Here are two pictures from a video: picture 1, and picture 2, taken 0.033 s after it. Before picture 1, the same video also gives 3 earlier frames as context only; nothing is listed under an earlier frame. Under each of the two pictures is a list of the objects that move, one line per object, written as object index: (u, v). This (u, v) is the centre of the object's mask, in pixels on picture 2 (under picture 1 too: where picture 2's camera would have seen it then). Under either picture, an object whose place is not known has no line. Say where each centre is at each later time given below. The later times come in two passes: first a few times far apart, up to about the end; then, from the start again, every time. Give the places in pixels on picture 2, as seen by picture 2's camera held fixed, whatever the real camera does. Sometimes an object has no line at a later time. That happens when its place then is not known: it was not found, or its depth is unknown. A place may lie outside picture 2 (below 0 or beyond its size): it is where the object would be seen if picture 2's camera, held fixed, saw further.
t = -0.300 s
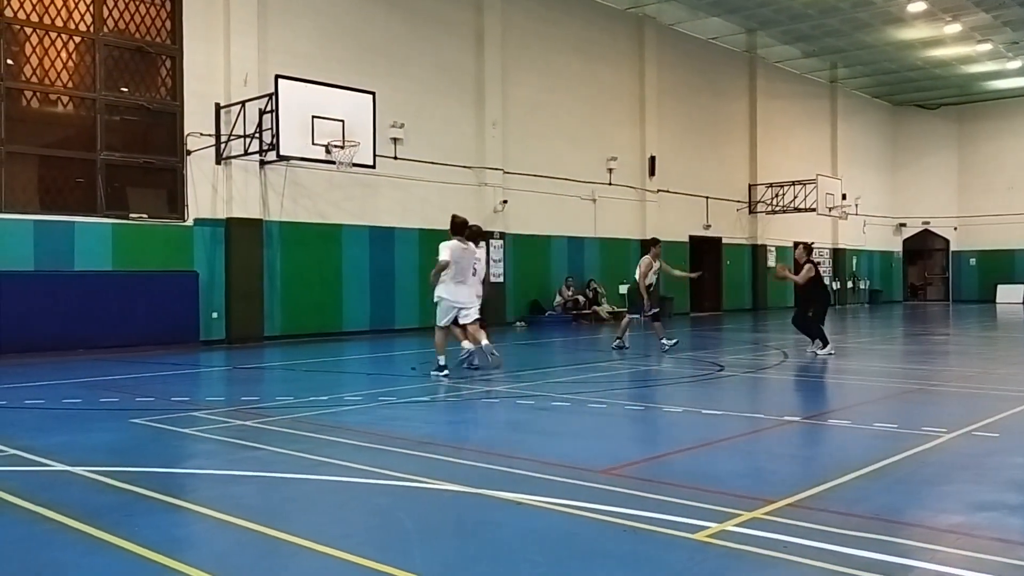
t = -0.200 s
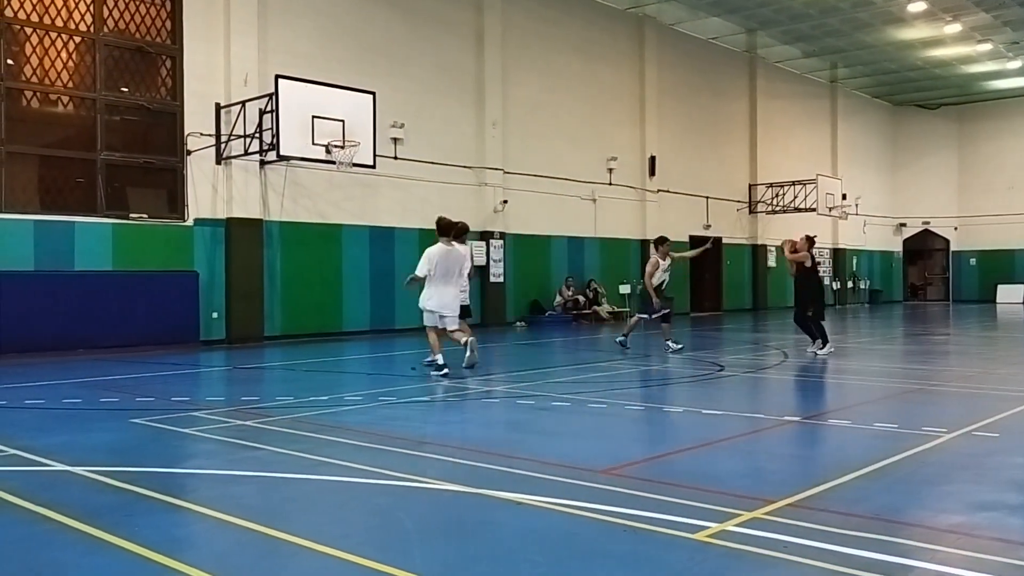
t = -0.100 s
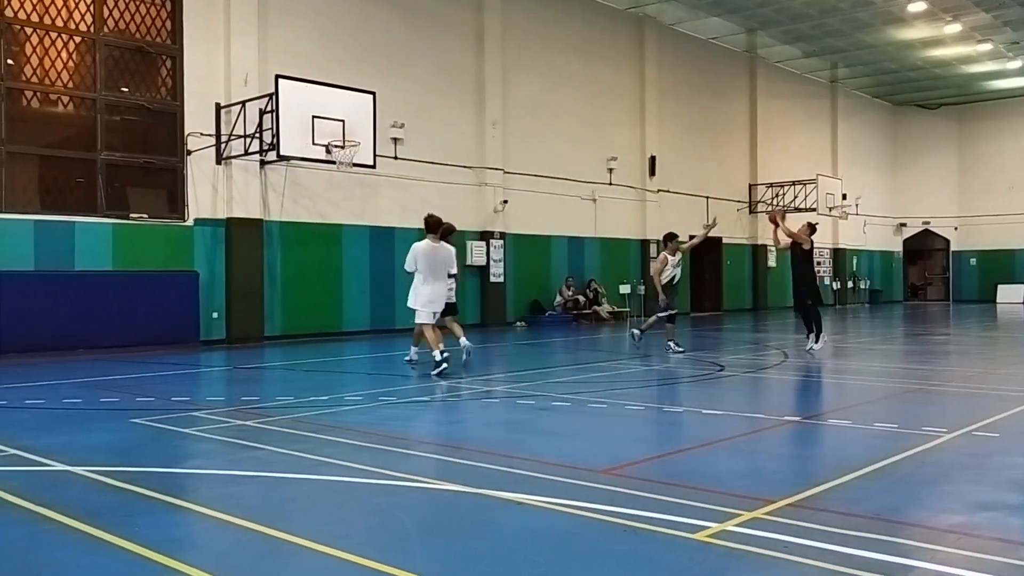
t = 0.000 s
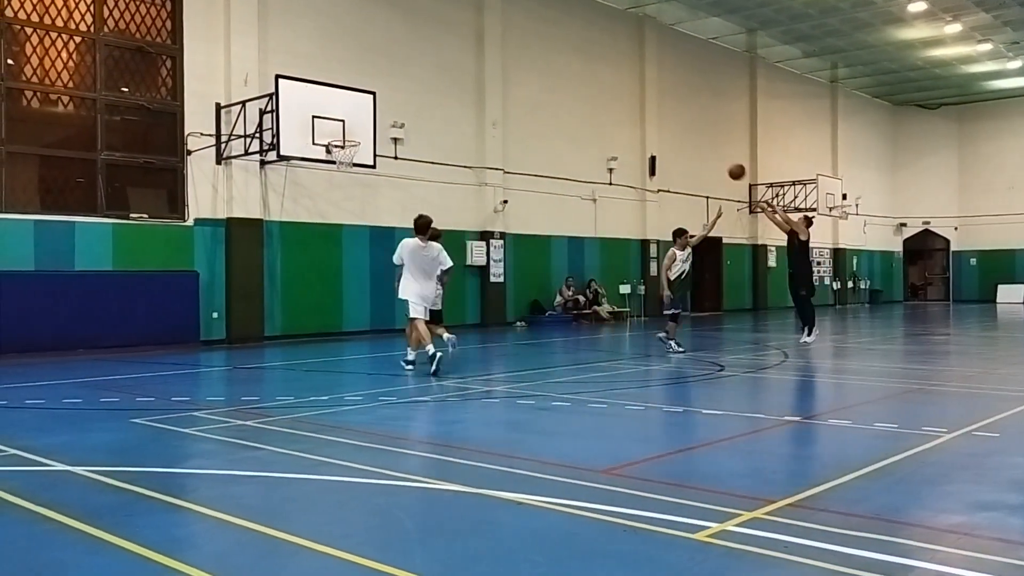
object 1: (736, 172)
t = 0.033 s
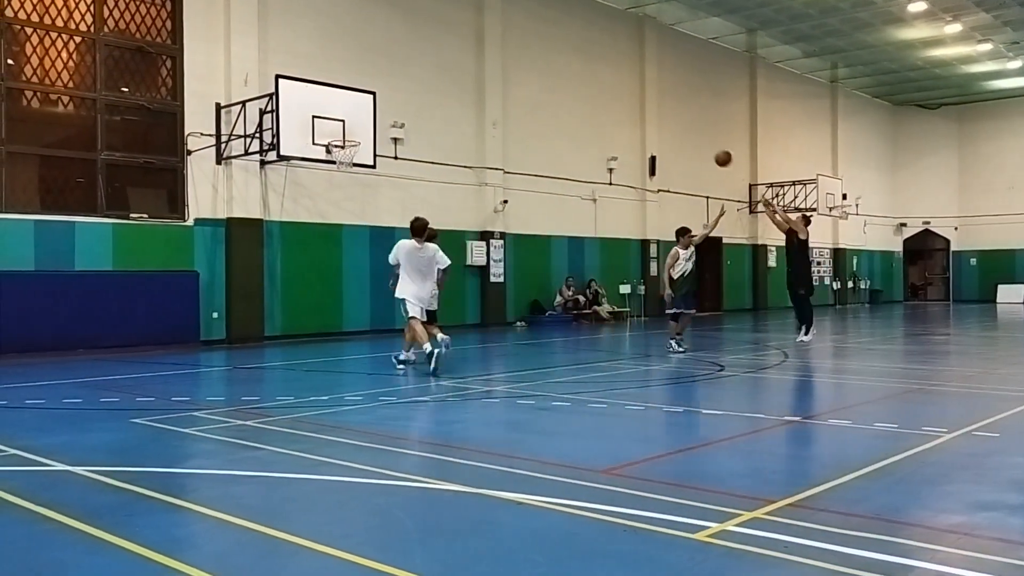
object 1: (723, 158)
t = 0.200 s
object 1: (656, 104)
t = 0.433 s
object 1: (568, 63)
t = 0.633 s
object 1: (496, 58)
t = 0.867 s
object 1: (417, 83)
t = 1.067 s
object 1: (354, 132)
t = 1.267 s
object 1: (340, 149)
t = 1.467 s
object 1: (347, 161)
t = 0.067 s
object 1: (709, 146)
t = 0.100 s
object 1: (696, 134)
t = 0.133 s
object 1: (682, 123)
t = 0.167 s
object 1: (669, 113)
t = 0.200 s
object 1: (656, 104)
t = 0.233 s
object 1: (643, 97)
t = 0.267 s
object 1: (630, 89)
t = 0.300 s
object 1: (618, 83)
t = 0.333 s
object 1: (605, 76)
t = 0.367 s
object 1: (593, 72)
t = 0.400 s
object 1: (580, 67)
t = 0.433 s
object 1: (568, 63)
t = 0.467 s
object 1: (556, 61)
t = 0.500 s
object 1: (543, 59)
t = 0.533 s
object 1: (531, 58)
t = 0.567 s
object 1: (520, 57)
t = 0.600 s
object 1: (508, 57)
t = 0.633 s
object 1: (496, 58)
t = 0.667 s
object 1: (484, 59)
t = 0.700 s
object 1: (473, 62)
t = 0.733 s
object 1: (462, 65)
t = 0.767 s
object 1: (451, 68)
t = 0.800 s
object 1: (439, 73)
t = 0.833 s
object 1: (428, 77)
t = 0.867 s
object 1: (417, 83)
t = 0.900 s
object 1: (406, 90)
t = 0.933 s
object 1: (396, 97)
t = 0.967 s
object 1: (385, 104)
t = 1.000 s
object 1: (375, 113)
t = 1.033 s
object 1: (364, 122)
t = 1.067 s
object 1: (354, 132)
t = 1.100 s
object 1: (343, 143)
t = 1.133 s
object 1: (338, 148)
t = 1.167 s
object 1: (335, 153)
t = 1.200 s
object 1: (336, 153)
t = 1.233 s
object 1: (336, 151)
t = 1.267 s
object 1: (340, 149)
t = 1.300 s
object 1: (342, 149)
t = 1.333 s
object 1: (343, 151)
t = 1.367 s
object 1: (344, 154)
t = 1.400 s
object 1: (345, 156)
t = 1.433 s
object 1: (346, 158)
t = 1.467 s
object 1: (347, 161)
